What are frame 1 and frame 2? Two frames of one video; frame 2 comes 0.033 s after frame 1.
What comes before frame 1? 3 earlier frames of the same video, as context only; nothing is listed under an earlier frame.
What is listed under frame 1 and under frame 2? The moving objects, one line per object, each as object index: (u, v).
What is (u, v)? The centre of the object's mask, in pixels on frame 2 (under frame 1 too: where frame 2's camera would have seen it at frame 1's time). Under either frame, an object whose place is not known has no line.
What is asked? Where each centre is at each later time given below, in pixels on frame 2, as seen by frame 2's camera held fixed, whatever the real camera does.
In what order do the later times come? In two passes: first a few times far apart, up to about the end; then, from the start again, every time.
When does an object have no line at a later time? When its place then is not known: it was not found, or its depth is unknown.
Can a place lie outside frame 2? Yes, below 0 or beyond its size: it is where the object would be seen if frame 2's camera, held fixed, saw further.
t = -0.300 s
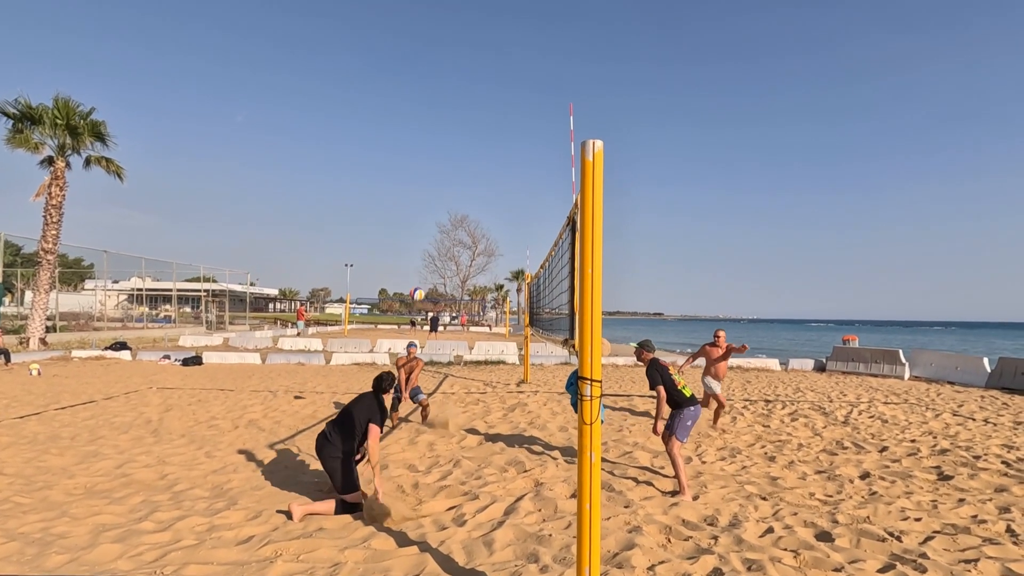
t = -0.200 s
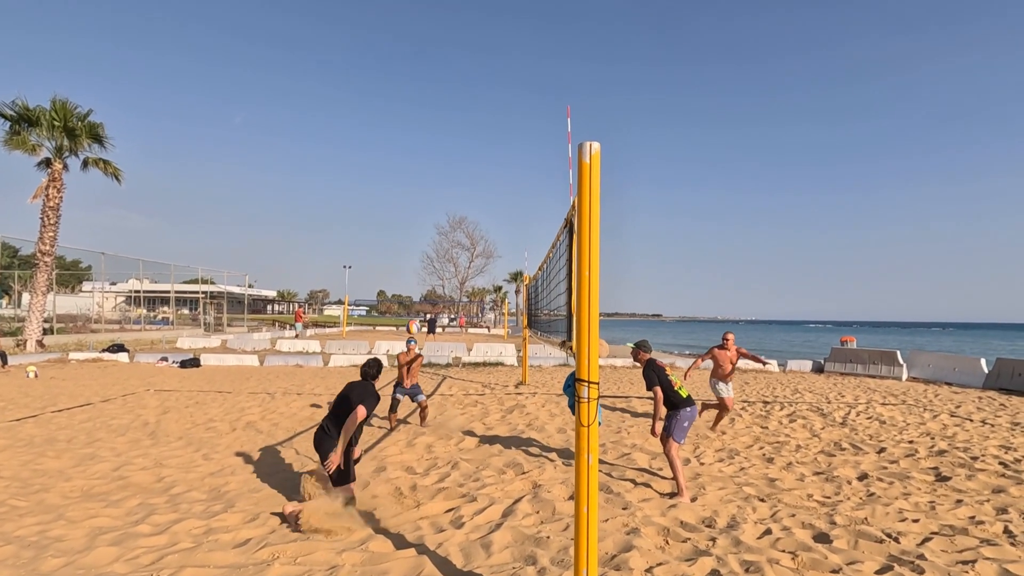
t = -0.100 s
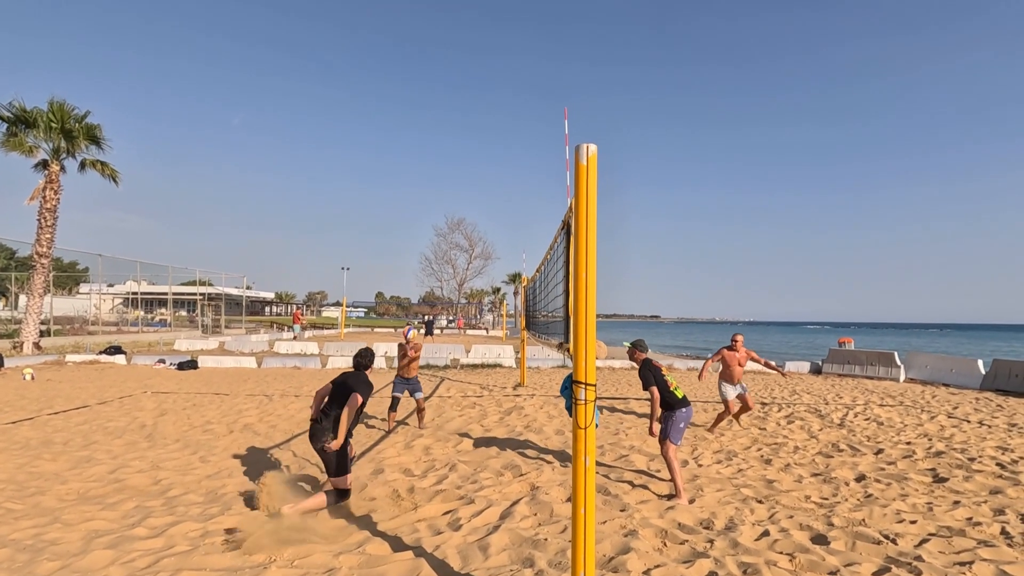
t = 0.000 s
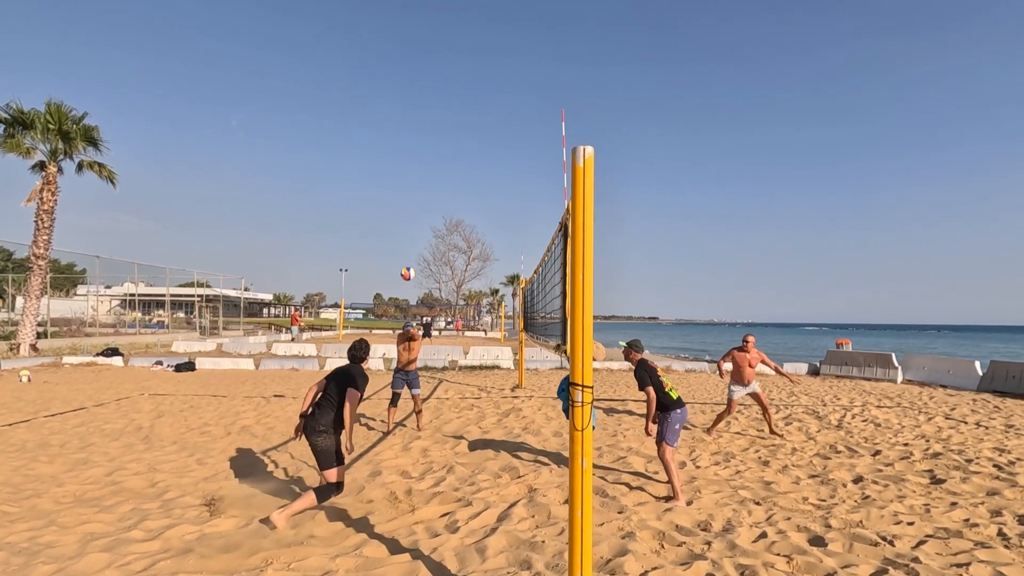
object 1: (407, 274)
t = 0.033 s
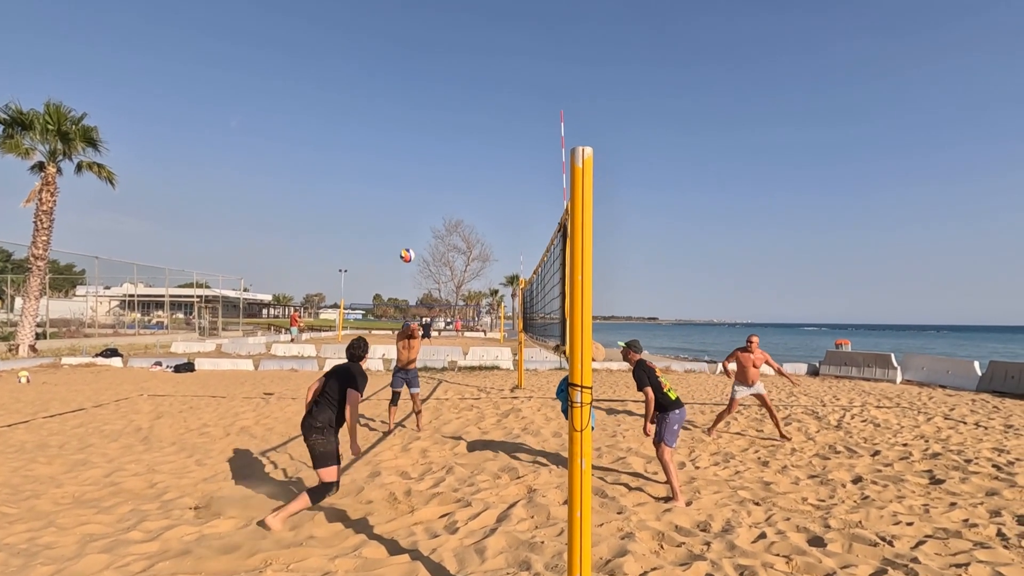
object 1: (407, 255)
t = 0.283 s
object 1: (407, 139)
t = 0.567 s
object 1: (404, 59)
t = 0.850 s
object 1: (401, 32)
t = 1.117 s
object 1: (396, 56)
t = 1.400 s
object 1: (391, 140)
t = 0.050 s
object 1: (407, 246)
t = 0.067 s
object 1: (407, 237)
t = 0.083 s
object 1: (407, 229)
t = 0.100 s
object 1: (407, 220)
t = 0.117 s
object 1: (407, 212)
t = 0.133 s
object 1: (407, 204)
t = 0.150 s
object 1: (407, 196)
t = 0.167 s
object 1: (407, 188)
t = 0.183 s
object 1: (407, 180)
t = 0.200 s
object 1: (407, 173)
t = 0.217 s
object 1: (407, 166)
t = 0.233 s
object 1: (407, 159)
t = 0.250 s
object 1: (407, 152)
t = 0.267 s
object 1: (407, 145)
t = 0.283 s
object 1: (407, 139)
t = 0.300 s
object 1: (407, 133)
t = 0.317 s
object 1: (407, 127)
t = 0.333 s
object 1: (407, 121)
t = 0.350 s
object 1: (407, 115)
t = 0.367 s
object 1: (407, 110)
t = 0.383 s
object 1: (407, 104)
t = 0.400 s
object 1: (406, 99)
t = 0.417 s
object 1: (406, 94)
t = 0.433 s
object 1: (406, 90)
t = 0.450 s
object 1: (406, 85)
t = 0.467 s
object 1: (406, 81)
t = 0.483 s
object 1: (405, 77)
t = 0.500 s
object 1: (406, 73)
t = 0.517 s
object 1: (405, 69)
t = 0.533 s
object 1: (405, 65)
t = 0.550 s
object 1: (405, 62)
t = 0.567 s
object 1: (404, 59)
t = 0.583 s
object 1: (404, 56)
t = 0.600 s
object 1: (404, 53)
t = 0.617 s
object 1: (404, 50)
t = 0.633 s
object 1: (404, 48)
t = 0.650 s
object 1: (404, 45)
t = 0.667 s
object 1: (403, 43)
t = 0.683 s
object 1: (403, 41)
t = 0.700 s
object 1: (403, 39)
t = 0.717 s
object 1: (403, 38)
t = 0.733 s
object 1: (403, 36)
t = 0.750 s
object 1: (402, 35)
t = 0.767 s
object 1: (402, 34)
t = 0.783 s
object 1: (402, 33)
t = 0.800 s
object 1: (402, 32)
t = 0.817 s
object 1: (401, 32)
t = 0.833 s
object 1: (401, 32)
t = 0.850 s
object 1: (401, 32)
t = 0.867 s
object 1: (401, 32)
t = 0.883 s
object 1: (400, 32)
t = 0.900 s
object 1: (400, 33)
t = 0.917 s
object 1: (399, 33)
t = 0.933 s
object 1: (399, 34)
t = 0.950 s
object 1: (399, 35)
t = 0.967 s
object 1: (399, 36)
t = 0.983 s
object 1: (399, 38)
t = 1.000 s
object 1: (398, 39)
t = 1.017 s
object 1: (398, 41)
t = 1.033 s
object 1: (398, 43)
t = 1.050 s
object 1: (397, 46)
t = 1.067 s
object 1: (397, 48)
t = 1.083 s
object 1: (397, 51)
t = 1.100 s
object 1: (396, 54)
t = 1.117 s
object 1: (396, 56)
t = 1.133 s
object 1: (396, 60)
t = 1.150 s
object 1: (396, 63)
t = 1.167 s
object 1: (395, 67)
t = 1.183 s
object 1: (395, 71)
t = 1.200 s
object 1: (394, 75)
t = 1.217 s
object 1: (394, 79)
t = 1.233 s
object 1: (394, 84)
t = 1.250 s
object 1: (394, 88)
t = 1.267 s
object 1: (394, 93)
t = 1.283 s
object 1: (393, 99)
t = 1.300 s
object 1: (393, 104)
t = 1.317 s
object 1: (393, 109)
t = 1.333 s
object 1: (392, 115)
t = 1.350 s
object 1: (392, 121)
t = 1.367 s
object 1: (392, 127)
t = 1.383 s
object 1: (391, 134)
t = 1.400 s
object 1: (391, 140)
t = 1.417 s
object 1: (390, 147)
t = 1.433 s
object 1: (390, 154)
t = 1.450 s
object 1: (390, 162)
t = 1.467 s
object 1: (389, 169)
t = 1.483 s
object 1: (389, 177)
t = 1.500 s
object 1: (389, 185)
